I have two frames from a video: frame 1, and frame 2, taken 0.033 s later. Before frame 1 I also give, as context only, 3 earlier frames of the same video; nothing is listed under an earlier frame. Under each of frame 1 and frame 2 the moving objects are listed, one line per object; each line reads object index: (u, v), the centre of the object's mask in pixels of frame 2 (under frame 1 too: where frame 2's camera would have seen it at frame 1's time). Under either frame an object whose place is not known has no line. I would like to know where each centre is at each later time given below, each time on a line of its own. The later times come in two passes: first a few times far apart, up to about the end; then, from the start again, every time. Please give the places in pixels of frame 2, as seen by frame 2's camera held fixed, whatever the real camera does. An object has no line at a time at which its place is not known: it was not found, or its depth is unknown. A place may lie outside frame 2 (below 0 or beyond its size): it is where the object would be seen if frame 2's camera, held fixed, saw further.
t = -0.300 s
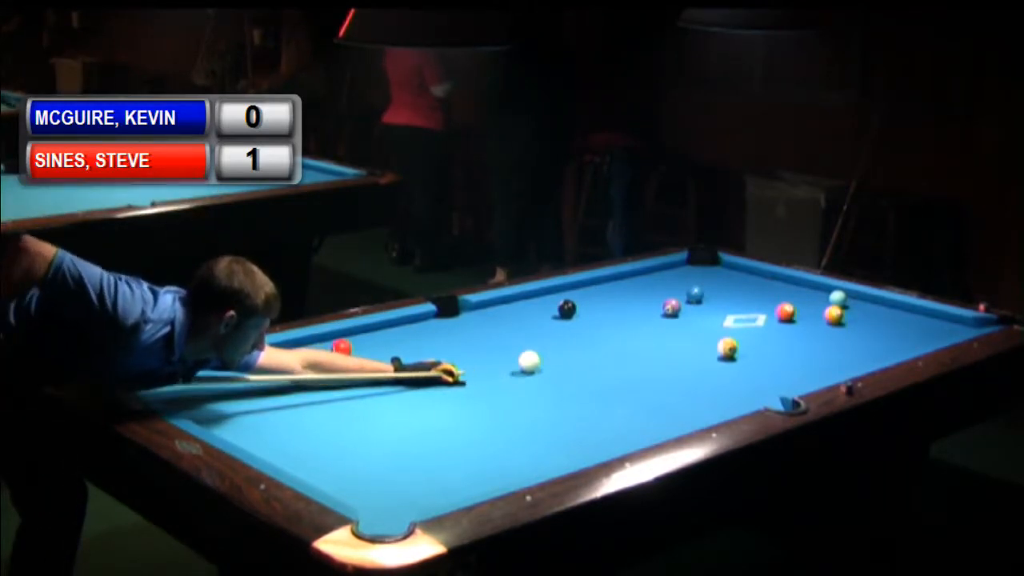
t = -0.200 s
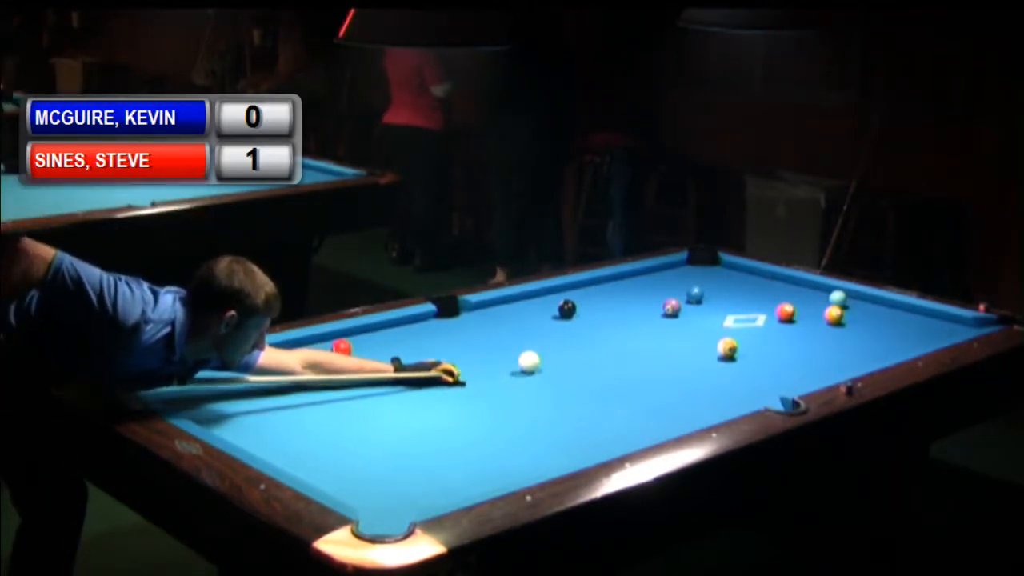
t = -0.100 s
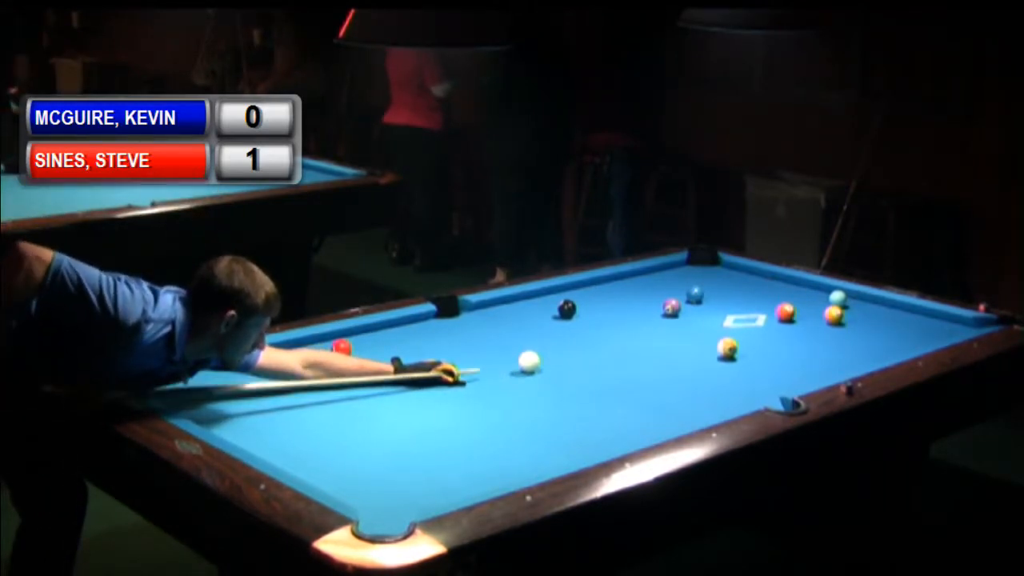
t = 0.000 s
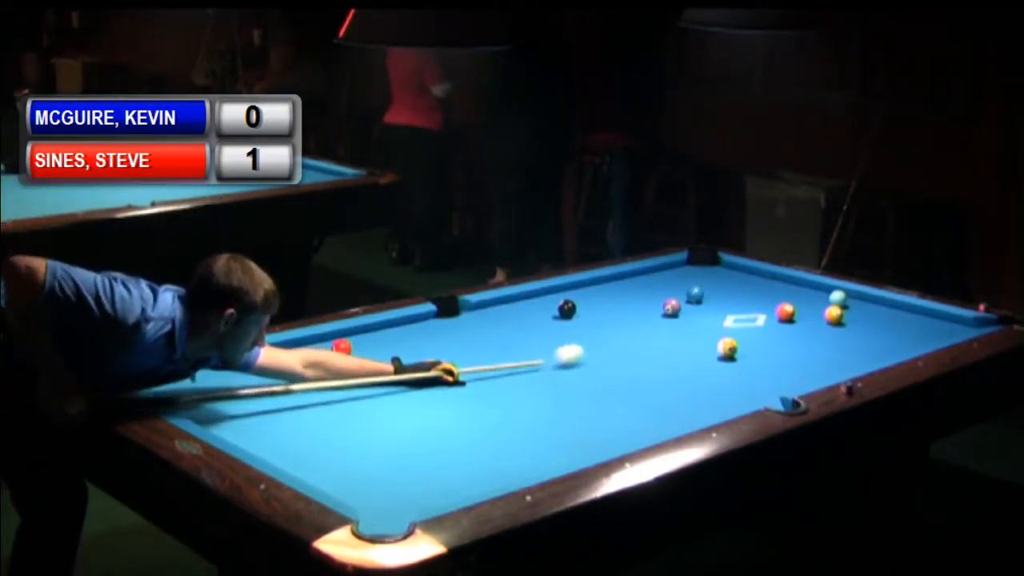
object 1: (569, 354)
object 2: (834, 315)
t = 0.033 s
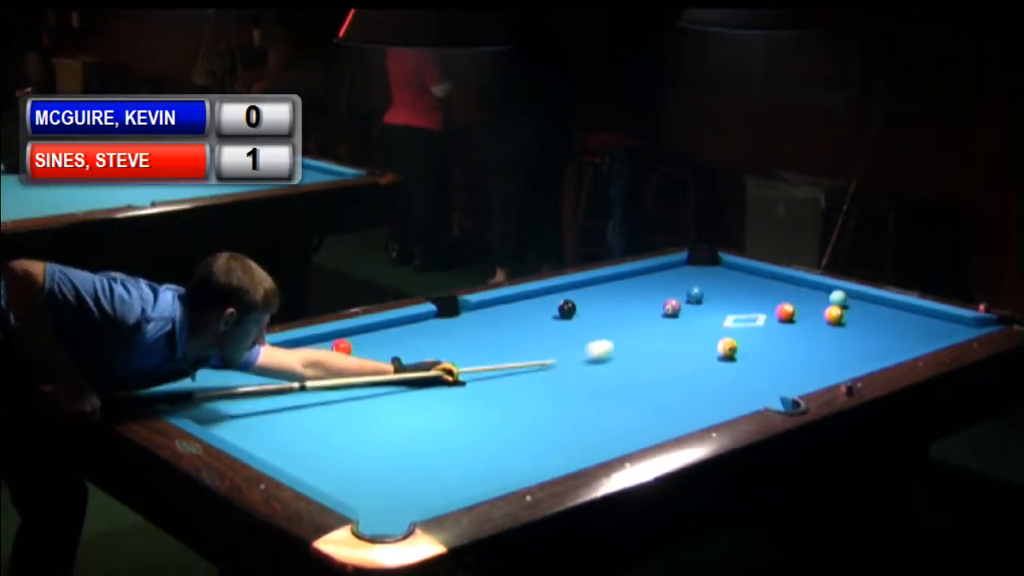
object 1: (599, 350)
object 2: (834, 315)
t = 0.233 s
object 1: (753, 327)
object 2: (834, 315)
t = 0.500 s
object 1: (813, 311)
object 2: (914, 308)
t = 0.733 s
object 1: (809, 305)
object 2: (900, 322)
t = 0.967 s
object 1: (805, 299)
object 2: (884, 336)
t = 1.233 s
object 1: (800, 293)
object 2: (866, 353)
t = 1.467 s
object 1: (796, 288)
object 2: (848, 365)
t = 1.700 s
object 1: (792, 284)
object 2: (812, 375)
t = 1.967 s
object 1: (788, 279)
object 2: (769, 385)
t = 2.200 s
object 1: (779, 278)
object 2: (731, 393)
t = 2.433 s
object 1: (771, 277)
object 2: (693, 400)
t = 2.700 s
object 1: (763, 276)
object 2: (649, 408)
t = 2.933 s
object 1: (757, 275)
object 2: (612, 416)
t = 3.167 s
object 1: (753, 275)
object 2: (575, 422)
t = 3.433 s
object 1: (749, 275)
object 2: (532, 431)
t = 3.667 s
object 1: (746, 274)
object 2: (497, 438)
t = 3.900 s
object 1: (745, 274)
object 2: (462, 444)
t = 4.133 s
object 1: (744, 274)
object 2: (428, 452)
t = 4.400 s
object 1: (745, 274)
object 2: (389, 460)
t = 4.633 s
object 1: (745, 274)
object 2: (357, 467)
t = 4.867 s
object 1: (745, 274)
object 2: (327, 473)
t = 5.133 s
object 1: (745, 274)
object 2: (304, 471)
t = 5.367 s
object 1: (745, 274)
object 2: (315, 470)
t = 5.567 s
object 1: (745, 274)
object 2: (322, 469)
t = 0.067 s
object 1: (629, 345)
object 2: (834, 315)
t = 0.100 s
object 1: (656, 341)
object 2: (834, 315)
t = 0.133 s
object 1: (683, 337)
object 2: (834, 315)
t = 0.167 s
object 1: (707, 333)
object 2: (834, 315)
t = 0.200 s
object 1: (731, 328)
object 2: (834, 315)
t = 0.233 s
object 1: (753, 327)
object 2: (834, 315)
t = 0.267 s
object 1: (775, 324)
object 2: (834, 315)
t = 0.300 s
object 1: (796, 320)
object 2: (834, 315)
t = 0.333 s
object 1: (813, 316)
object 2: (834, 315)
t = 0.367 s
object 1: (817, 315)
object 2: (848, 313)
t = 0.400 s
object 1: (816, 314)
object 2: (866, 311)
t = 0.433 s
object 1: (815, 313)
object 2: (884, 310)
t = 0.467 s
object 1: (814, 312)
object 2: (899, 309)
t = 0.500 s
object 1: (813, 311)
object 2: (914, 308)
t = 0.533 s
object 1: (813, 311)
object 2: (913, 310)
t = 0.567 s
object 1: (813, 310)
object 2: (911, 312)
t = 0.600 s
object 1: (812, 309)
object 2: (908, 314)
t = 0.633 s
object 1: (811, 307)
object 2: (906, 316)
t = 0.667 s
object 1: (810, 307)
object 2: (904, 318)
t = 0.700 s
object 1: (810, 306)
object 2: (902, 320)
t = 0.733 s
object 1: (809, 305)
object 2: (900, 322)
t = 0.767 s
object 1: (808, 304)
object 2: (898, 324)
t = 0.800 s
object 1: (808, 304)
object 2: (896, 326)
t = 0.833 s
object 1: (807, 302)
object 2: (893, 328)
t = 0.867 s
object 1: (807, 302)
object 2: (891, 330)
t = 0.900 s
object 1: (806, 301)
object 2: (889, 332)
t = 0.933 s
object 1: (805, 300)
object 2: (887, 334)
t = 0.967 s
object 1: (805, 299)
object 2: (884, 336)
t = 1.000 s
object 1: (804, 298)
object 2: (882, 338)
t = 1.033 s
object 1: (803, 297)
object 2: (880, 340)
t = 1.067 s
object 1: (803, 297)
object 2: (877, 343)
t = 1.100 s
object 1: (802, 296)
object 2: (875, 345)
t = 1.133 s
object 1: (802, 295)
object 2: (873, 347)
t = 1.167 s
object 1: (801, 294)
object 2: (871, 349)
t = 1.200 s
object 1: (800, 294)
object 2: (868, 351)
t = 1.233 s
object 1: (800, 293)
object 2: (866, 353)
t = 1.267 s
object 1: (799, 292)
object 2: (863, 355)
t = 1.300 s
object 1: (799, 291)
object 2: (861, 357)
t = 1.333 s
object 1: (798, 291)
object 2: (858, 359)
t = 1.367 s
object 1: (797, 290)
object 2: (856, 360)
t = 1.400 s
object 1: (797, 290)
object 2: (853, 362)
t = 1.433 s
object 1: (796, 289)
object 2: (850, 364)
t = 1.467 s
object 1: (796, 288)
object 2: (848, 365)
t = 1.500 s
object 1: (795, 288)
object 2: (844, 367)
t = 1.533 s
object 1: (795, 287)
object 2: (839, 368)
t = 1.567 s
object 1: (794, 286)
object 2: (833, 369)
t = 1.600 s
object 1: (794, 286)
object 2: (828, 371)
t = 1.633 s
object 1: (793, 285)
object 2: (823, 372)
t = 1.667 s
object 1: (792, 285)
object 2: (817, 374)
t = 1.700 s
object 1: (792, 284)
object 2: (812, 375)
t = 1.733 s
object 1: (791, 283)
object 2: (807, 376)
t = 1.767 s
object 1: (791, 283)
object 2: (801, 378)
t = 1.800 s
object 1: (790, 282)
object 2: (796, 379)
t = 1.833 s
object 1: (790, 282)
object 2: (790, 380)
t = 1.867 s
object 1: (789, 281)
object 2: (785, 382)
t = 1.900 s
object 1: (788, 280)
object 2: (779, 383)
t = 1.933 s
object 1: (788, 280)
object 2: (774, 385)
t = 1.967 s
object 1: (788, 279)
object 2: (769, 385)
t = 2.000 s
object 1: (787, 279)
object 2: (764, 387)
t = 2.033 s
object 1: (786, 278)
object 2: (758, 388)
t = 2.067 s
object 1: (785, 278)
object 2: (753, 389)
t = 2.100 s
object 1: (783, 278)
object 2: (747, 390)
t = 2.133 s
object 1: (782, 278)
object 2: (742, 391)
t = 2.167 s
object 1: (781, 278)
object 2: (736, 392)
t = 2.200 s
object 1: (779, 278)
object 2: (731, 393)
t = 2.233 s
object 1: (778, 277)
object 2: (725, 394)
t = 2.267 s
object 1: (776, 277)
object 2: (720, 395)
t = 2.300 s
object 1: (775, 277)
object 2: (715, 396)
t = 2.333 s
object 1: (774, 277)
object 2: (709, 397)
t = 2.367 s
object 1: (773, 277)
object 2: (704, 398)
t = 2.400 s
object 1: (772, 277)
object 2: (698, 399)
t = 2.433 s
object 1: (771, 277)
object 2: (693, 400)
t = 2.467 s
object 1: (770, 277)
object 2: (687, 401)
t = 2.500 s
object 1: (769, 276)
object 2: (682, 402)
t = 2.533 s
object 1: (768, 276)
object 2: (676, 403)
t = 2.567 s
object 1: (767, 276)
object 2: (671, 404)
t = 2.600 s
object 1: (766, 276)
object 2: (665, 405)
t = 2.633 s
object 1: (765, 276)
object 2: (660, 406)
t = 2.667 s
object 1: (764, 276)
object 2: (655, 407)
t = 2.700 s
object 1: (763, 276)
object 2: (649, 408)
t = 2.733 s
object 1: (763, 276)
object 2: (644, 409)
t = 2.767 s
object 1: (762, 276)
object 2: (639, 410)
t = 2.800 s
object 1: (761, 276)
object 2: (633, 411)
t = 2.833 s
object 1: (760, 276)
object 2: (628, 412)
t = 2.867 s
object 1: (759, 276)
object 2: (623, 413)
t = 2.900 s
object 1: (759, 275)
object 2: (617, 415)
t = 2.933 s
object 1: (757, 275)
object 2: (612, 416)
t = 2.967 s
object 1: (757, 275)
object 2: (606, 416)
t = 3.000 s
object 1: (756, 275)
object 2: (601, 418)
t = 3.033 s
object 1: (755, 275)
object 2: (596, 418)
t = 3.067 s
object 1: (754, 275)
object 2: (590, 419)
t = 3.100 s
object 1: (754, 275)
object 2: (585, 420)
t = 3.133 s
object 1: (753, 275)
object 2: (580, 421)
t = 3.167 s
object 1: (753, 275)
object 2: (575, 422)
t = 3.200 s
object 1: (752, 275)
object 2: (569, 423)
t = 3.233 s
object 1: (751, 275)
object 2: (564, 425)
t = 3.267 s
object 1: (751, 275)
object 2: (559, 426)
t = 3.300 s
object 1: (751, 275)
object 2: (554, 427)
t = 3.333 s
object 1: (750, 275)
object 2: (548, 427)
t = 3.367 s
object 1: (749, 275)
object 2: (543, 429)
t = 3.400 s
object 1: (749, 275)
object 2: (538, 430)
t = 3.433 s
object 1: (749, 275)
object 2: (532, 431)
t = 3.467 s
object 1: (748, 275)
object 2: (527, 432)
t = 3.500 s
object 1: (748, 275)
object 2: (522, 433)
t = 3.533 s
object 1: (747, 274)
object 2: (517, 434)
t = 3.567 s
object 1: (747, 274)
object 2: (512, 435)
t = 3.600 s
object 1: (747, 274)
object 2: (507, 436)
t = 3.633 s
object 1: (746, 274)
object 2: (502, 437)
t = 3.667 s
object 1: (746, 274)
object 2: (497, 438)
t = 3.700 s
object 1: (746, 274)
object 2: (492, 439)
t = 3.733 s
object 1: (746, 274)
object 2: (487, 440)
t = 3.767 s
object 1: (746, 274)
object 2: (482, 441)
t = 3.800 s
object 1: (745, 274)
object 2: (477, 442)
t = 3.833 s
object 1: (745, 274)
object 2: (472, 443)
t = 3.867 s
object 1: (745, 274)
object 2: (467, 443)
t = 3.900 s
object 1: (745, 274)
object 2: (462, 444)
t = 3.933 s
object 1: (745, 274)
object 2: (457, 446)
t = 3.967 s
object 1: (745, 274)
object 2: (452, 446)
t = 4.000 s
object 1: (745, 274)
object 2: (447, 447)
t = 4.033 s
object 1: (745, 274)
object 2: (442, 448)
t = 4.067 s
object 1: (745, 274)
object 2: (437, 449)
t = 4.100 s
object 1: (745, 274)
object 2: (432, 451)
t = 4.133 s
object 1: (744, 274)
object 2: (428, 452)
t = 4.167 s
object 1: (744, 274)
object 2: (423, 452)
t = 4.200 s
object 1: (745, 274)
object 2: (418, 454)
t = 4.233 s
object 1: (745, 274)
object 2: (413, 455)
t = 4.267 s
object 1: (745, 274)
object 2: (409, 455)
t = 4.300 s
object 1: (745, 274)
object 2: (404, 457)
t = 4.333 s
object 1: (745, 274)
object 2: (399, 458)
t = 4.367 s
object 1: (745, 274)
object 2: (394, 459)
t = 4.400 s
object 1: (745, 274)
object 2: (389, 460)
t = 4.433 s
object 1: (744, 274)
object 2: (385, 461)
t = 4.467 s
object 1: (745, 274)
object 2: (380, 462)
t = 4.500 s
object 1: (745, 274)
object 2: (376, 463)
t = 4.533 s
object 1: (745, 274)
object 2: (371, 464)
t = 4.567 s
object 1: (745, 274)
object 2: (366, 465)
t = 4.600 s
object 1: (745, 274)
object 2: (362, 466)
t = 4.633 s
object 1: (745, 274)
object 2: (357, 467)
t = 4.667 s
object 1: (745, 274)
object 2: (353, 468)
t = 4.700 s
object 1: (745, 274)
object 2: (348, 469)
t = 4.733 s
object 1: (745, 274)
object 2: (344, 470)
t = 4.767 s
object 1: (745, 274)
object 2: (340, 470)
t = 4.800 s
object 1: (745, 274)
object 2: (335, 471)
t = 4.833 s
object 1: (745, 274)
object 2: (331, 472)
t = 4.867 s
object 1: (745, 274)
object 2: (327, 473)
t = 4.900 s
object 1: (745, 274)
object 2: (323, 473)
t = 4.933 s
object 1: (745, 274)
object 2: (320, 472)
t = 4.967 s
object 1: (745, 274)
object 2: (315, 472)
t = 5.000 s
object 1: (745, 274)
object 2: (312, 472)
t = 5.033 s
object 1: (745, 274)
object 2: (307, 472)
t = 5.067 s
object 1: (745, 274)
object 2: (304, 471)
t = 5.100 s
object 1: (745, 274)
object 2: (303, 471)
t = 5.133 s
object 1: (745, 274)
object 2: (304, 471)
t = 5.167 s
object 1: (745, 274)
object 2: (305, 471)
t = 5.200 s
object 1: (745, 274)
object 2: (307, 471)
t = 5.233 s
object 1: (745, 274)
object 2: (309, 471)
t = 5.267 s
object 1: (745, 274)
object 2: (310, 471)
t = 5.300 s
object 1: (745, 274)
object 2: (312, 471)
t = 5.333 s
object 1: (745, 274)
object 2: (313, 471)
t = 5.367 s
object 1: (745, 274)
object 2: (315, 470)
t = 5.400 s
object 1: (744, 274)
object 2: (316, 470)
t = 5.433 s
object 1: (745, 274)
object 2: (317, 470)
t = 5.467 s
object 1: (745, 274)
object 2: (318, 470)
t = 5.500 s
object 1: (745, 274)
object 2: (320, 469)
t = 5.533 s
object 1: (745, 274)
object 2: (321, 469)
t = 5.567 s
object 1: (745, 274)
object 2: (322, 469)
